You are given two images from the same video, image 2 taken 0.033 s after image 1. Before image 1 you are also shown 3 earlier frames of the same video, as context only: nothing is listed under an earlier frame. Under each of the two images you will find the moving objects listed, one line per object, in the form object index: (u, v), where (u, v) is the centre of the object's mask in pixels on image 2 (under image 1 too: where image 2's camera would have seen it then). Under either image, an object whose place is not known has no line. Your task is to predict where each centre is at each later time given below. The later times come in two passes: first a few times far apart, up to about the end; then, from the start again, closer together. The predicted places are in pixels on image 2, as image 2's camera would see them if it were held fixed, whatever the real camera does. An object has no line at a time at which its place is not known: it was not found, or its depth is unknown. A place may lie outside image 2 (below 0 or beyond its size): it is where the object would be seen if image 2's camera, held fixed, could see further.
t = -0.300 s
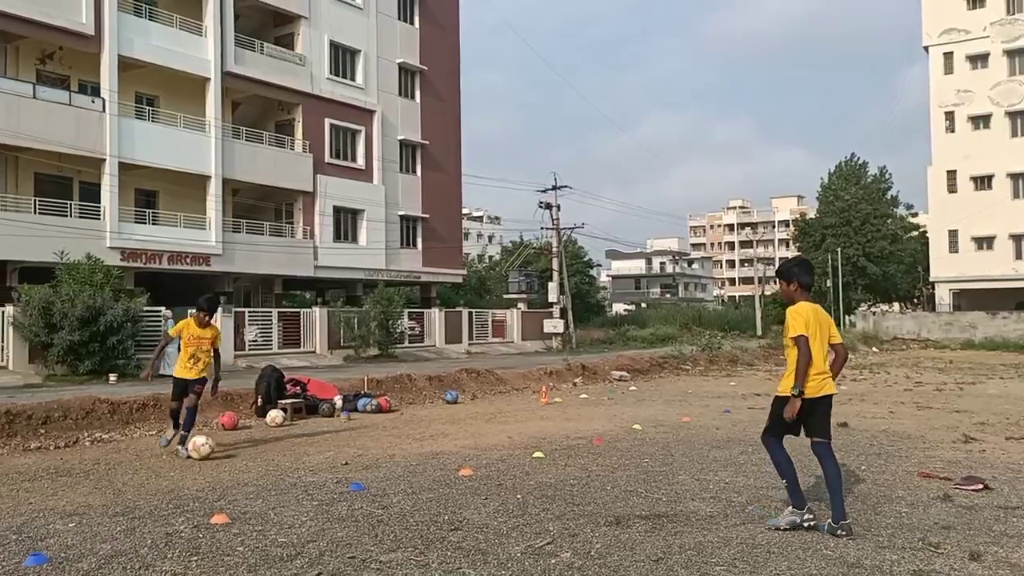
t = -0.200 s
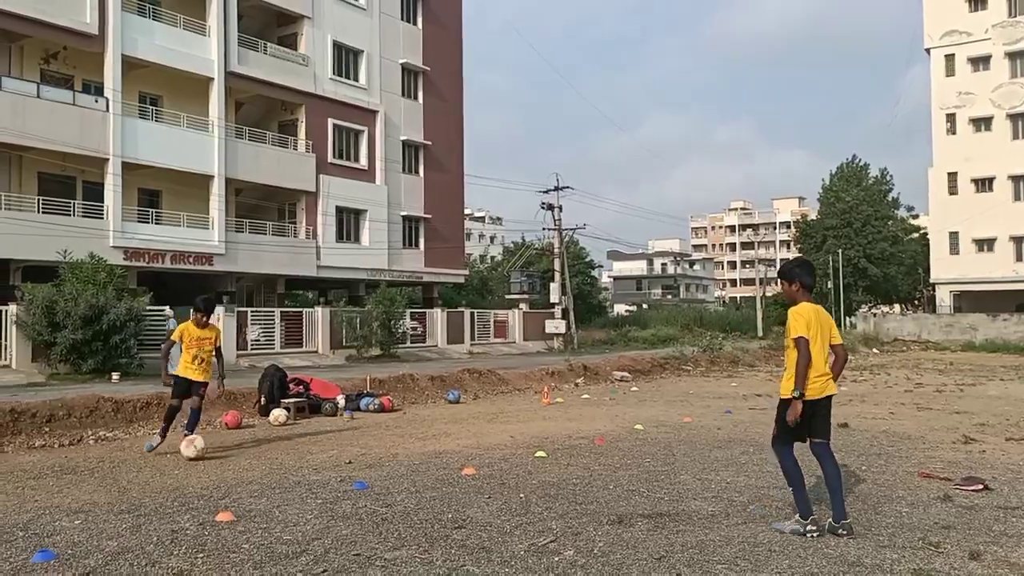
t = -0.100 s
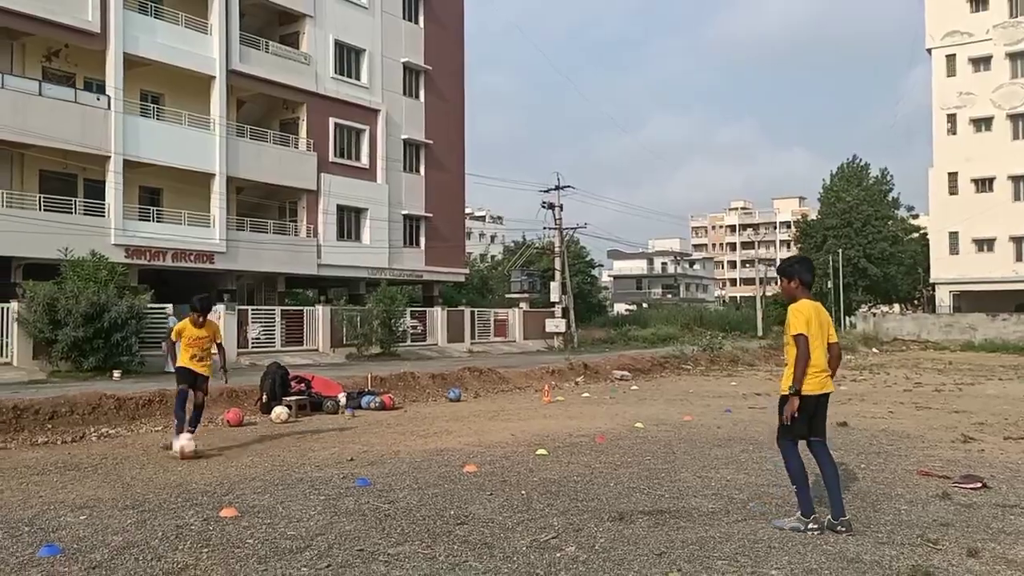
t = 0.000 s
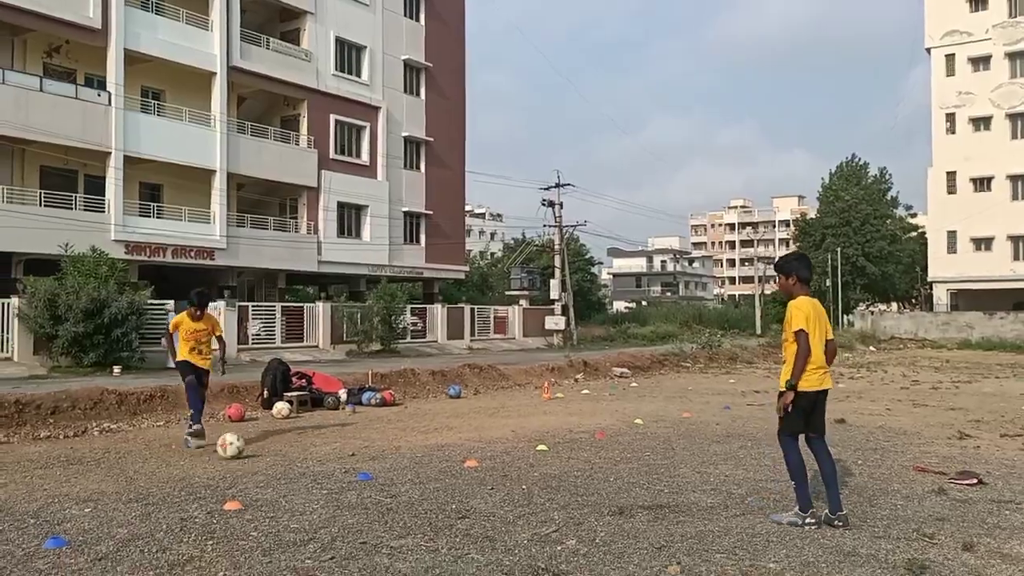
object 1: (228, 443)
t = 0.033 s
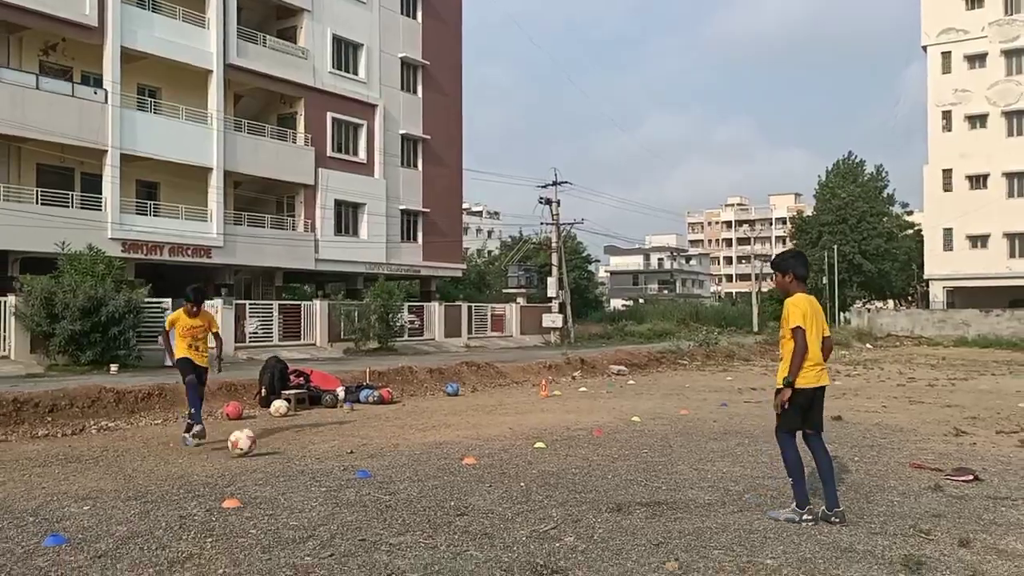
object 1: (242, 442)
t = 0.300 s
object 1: (350, 446)
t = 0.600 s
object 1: (479, 450)
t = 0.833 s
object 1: (595, 478)
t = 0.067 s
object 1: (255, 439)
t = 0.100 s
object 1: (268, 439)
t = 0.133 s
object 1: (281, 439)
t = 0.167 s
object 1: (295, 440)
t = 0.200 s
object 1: (309, 443)
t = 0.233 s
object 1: (323, 448)
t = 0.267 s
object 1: (337, 448)
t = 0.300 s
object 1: (350, 446)
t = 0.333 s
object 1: (363, 444)
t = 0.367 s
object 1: (377, 443)
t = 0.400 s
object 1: (391, 445)
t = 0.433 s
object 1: (405, 448)
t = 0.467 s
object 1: (419, 453)
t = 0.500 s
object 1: (433, 460)
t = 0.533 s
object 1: (448, 459)
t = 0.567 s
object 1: (464, 454)
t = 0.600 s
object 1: (479, 450)
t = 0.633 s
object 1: (495, 449)
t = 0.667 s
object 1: (511, 449)
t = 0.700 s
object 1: (526, 451)
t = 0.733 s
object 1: (542, 455)
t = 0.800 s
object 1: (577, 467)
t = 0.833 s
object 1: (595, 478)
